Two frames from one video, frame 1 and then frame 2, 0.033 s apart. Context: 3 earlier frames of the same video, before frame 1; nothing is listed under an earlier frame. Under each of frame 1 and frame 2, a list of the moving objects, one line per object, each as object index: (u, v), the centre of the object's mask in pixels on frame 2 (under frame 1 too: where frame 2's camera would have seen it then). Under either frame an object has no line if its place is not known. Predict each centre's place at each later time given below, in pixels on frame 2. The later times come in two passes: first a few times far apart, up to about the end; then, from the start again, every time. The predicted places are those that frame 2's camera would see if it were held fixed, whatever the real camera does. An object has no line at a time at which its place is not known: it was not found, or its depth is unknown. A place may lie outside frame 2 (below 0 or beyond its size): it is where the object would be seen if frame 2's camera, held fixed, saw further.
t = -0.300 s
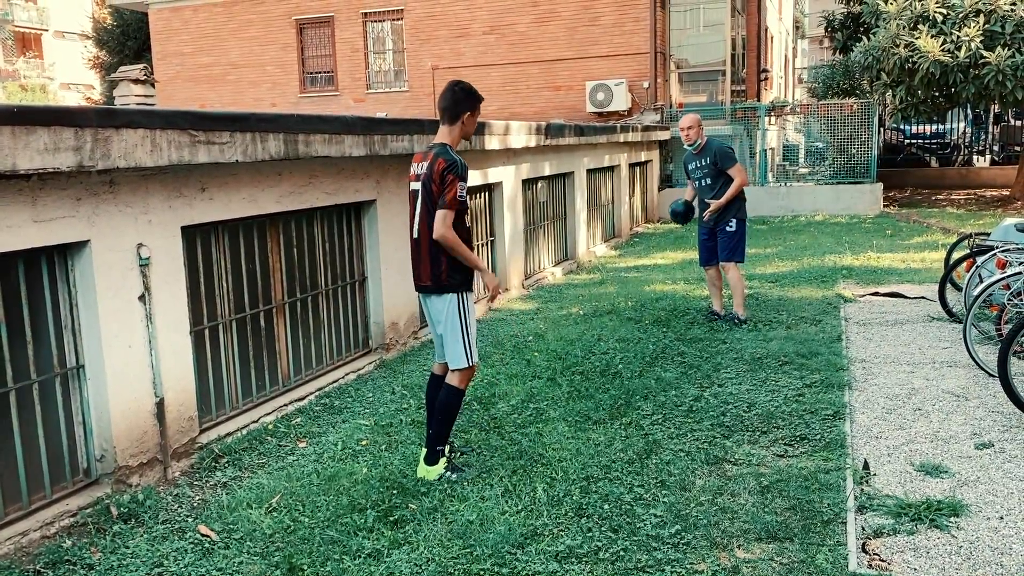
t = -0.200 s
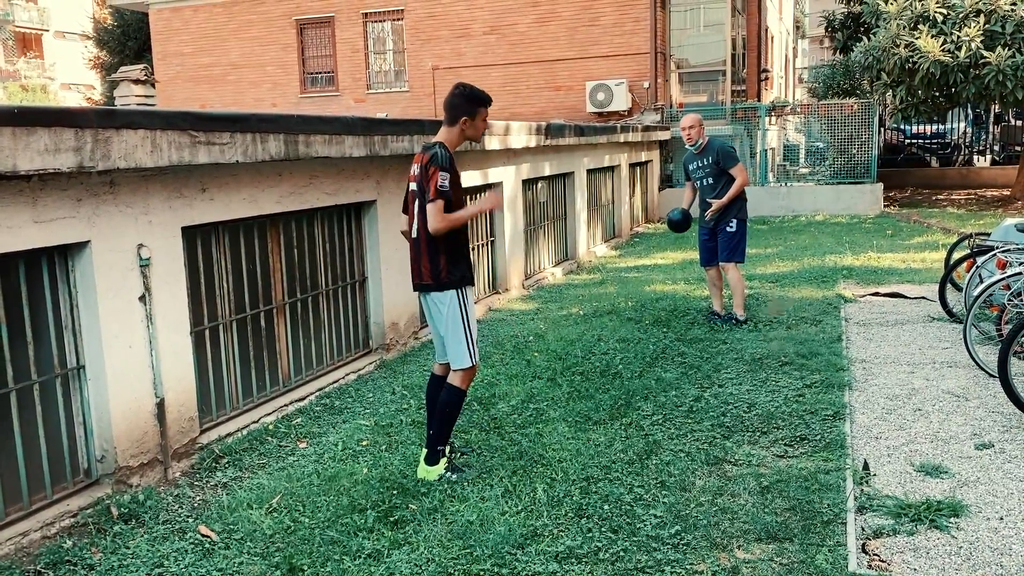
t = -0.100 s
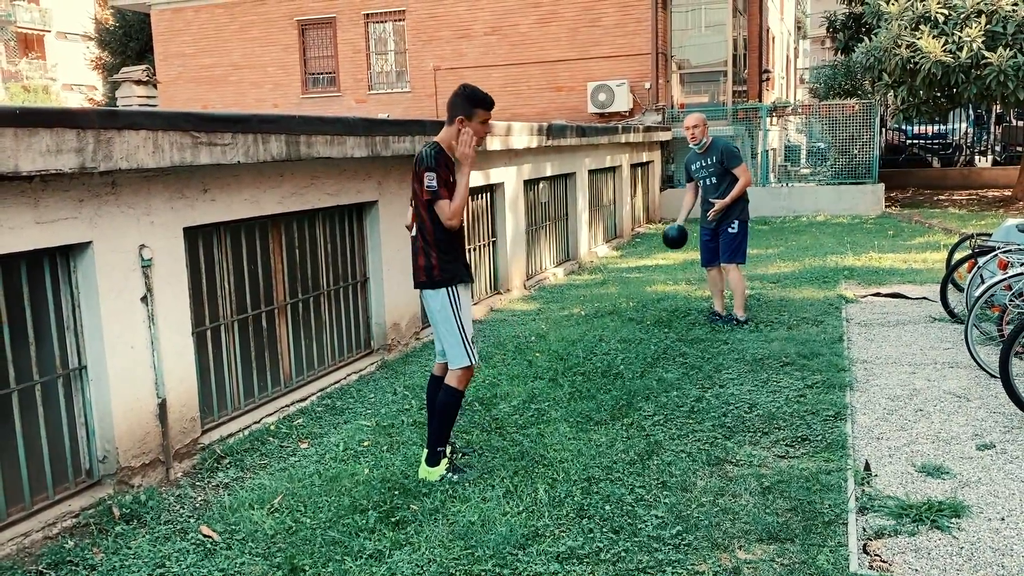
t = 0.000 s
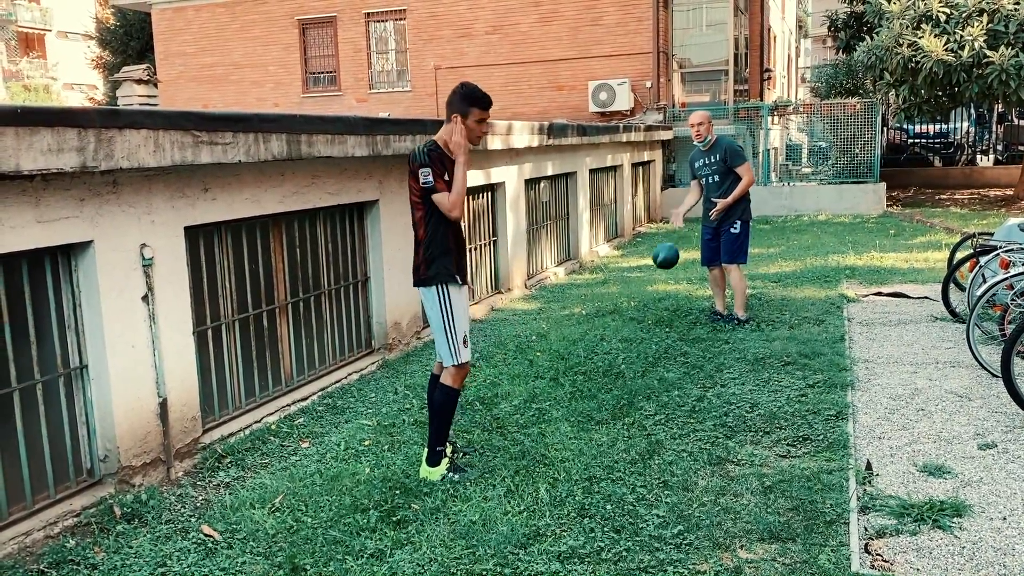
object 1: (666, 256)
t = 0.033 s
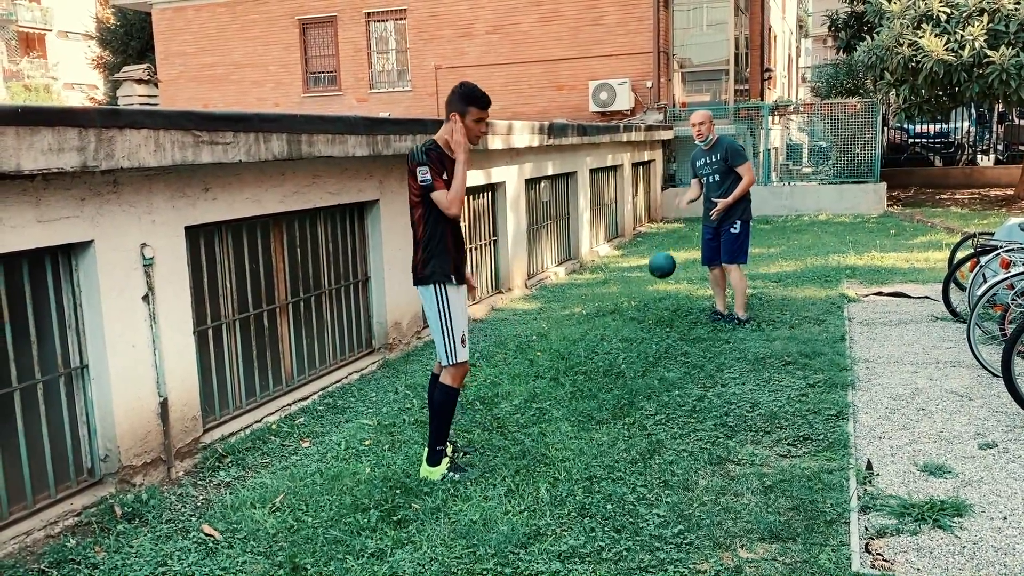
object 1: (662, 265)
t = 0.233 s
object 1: (635, 336)
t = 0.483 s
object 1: (603, 343)
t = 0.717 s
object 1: (569, 385)
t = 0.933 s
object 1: (530, 424)
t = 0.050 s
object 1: (660, 270)
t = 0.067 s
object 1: (658, 276)
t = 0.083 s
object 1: (655, 283)
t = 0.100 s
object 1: (653, 289)
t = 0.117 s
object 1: (651, 296)
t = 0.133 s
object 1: (649, 304)
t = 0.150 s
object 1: (647, 312)
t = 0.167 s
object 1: (644, 320)
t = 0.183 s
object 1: (642, 329)
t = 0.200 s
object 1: (640, 335)
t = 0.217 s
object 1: (638, 337)
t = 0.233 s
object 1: (635, 336)
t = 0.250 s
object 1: (633, 334)
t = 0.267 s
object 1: (632, 333)
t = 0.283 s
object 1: (630, 331)
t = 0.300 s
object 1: (627, 330)
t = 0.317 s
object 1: (625, 330)
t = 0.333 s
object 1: (624, 329)
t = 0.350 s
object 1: (622, 330)
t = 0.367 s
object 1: (619, 330)
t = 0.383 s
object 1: (617, 330)
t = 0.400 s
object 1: (615, 331)
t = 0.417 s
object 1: (613, 333)
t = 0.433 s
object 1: (610, 334)
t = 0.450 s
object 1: (608, 337)
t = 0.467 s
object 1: (606, 339)
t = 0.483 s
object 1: (603, 343)
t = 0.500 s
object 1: (601, 347)
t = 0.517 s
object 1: (598, 351)
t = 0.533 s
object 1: (597, 356)
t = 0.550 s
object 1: (594, 361)
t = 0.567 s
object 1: (591, 368)
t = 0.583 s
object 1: (589, 373)
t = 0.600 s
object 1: (586, 376)
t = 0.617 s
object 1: (584, 379)
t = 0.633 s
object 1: (581, 380)
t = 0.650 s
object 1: (579, 380)
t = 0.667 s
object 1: (576, 381)
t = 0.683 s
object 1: (574, 382)
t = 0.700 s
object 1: (571, 383)
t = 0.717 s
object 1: (569, 385)
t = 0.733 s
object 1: (566, 387)
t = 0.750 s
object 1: (563, 390)
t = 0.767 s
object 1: (560, 393)
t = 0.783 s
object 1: (558, 397)
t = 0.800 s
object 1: (555, 402)
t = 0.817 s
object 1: (552, 406)
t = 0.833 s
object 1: (549, 410)
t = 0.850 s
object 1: (547, 413)
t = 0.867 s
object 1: (544, 415)
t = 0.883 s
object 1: (540, 418)
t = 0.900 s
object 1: (537, 419)
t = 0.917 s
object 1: (533, 421)
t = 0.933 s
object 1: (530, 424)
